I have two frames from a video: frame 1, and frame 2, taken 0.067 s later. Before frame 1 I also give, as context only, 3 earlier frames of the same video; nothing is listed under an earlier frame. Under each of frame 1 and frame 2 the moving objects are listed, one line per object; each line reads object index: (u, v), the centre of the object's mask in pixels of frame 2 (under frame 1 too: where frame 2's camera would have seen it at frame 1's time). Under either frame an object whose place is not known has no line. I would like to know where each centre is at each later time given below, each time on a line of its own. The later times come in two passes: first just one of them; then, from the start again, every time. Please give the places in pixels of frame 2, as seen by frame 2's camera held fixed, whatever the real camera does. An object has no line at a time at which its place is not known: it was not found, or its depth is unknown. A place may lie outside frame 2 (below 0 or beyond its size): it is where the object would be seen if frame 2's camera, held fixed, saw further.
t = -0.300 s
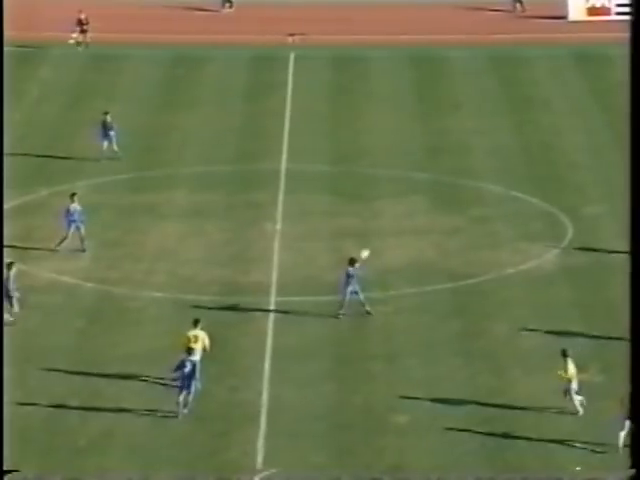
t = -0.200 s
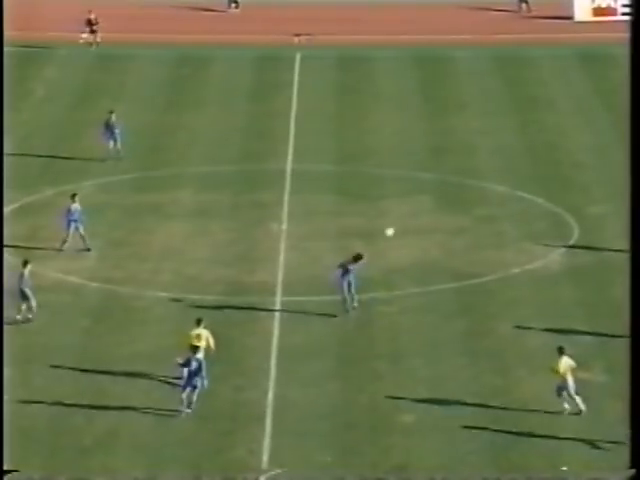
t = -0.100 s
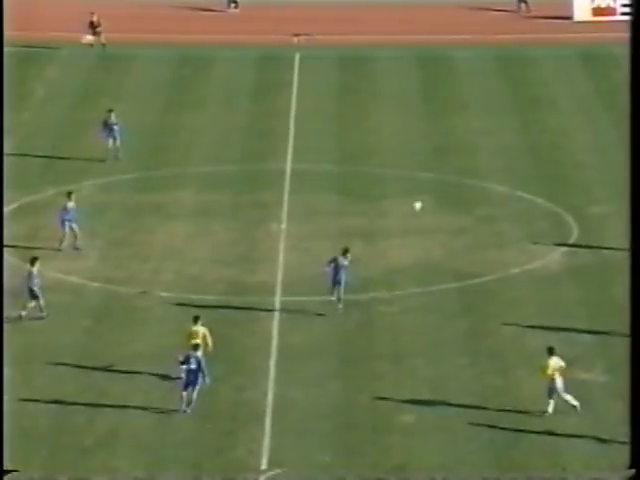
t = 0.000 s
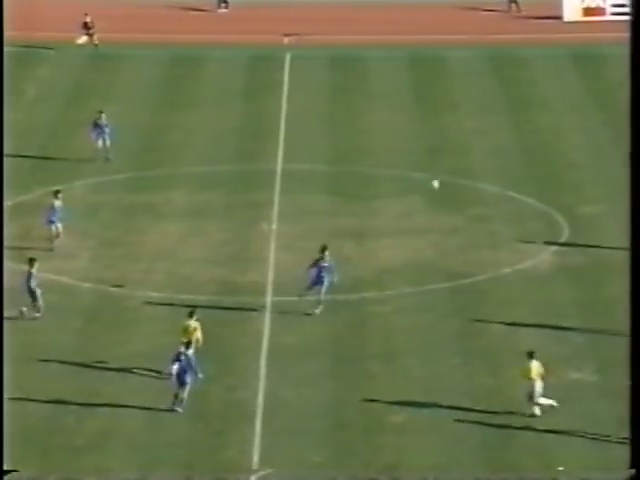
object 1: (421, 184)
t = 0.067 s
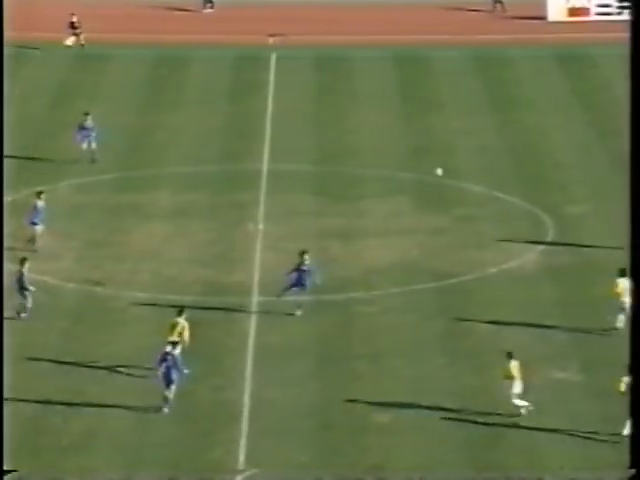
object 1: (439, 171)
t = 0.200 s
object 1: (475, 152)
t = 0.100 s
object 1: (449, 166)
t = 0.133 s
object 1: (458, 161)
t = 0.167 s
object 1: (466, 157)
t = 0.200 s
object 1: (475, 152)
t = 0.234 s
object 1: (484, 148)
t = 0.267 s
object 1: (493, 145)
